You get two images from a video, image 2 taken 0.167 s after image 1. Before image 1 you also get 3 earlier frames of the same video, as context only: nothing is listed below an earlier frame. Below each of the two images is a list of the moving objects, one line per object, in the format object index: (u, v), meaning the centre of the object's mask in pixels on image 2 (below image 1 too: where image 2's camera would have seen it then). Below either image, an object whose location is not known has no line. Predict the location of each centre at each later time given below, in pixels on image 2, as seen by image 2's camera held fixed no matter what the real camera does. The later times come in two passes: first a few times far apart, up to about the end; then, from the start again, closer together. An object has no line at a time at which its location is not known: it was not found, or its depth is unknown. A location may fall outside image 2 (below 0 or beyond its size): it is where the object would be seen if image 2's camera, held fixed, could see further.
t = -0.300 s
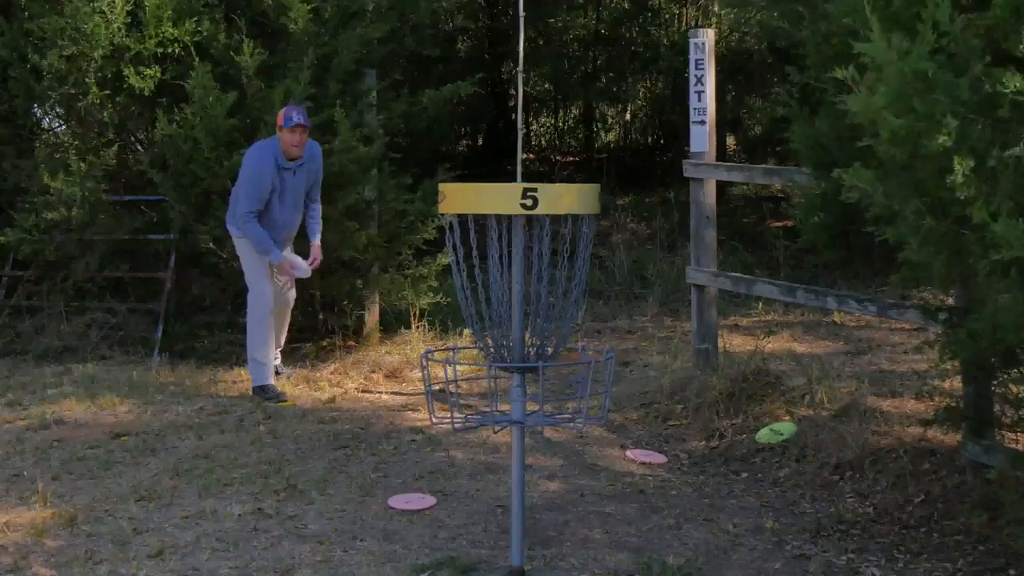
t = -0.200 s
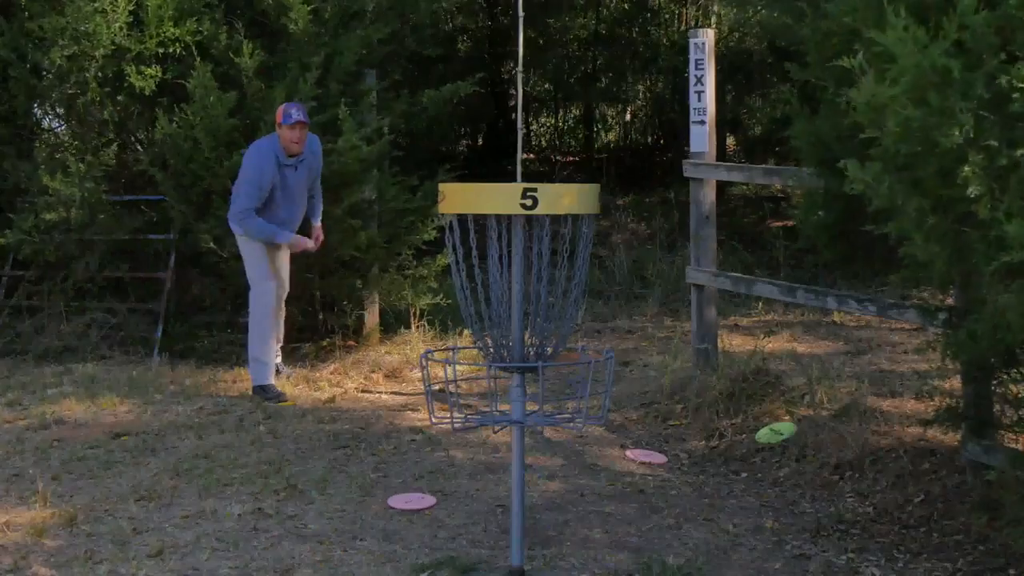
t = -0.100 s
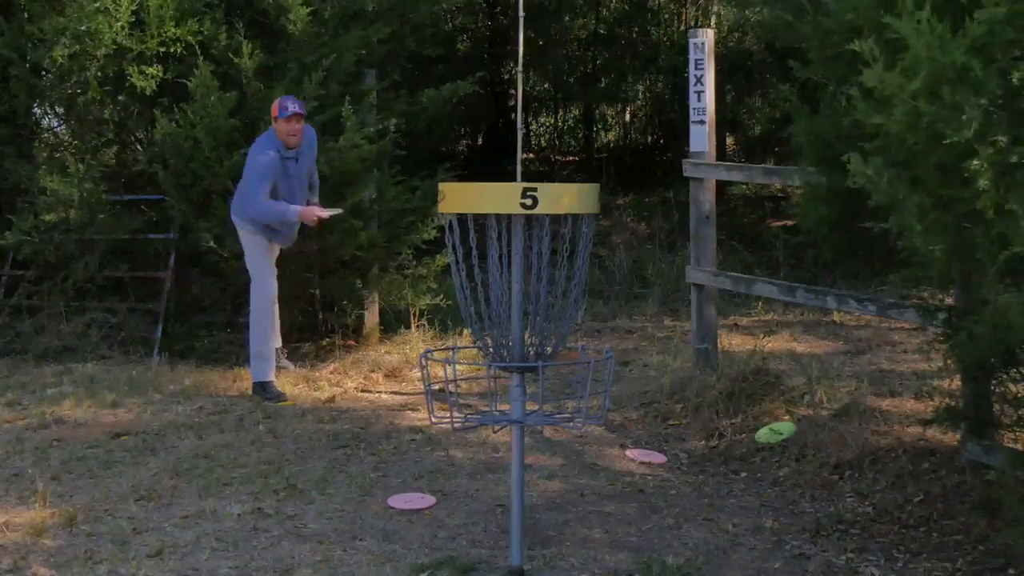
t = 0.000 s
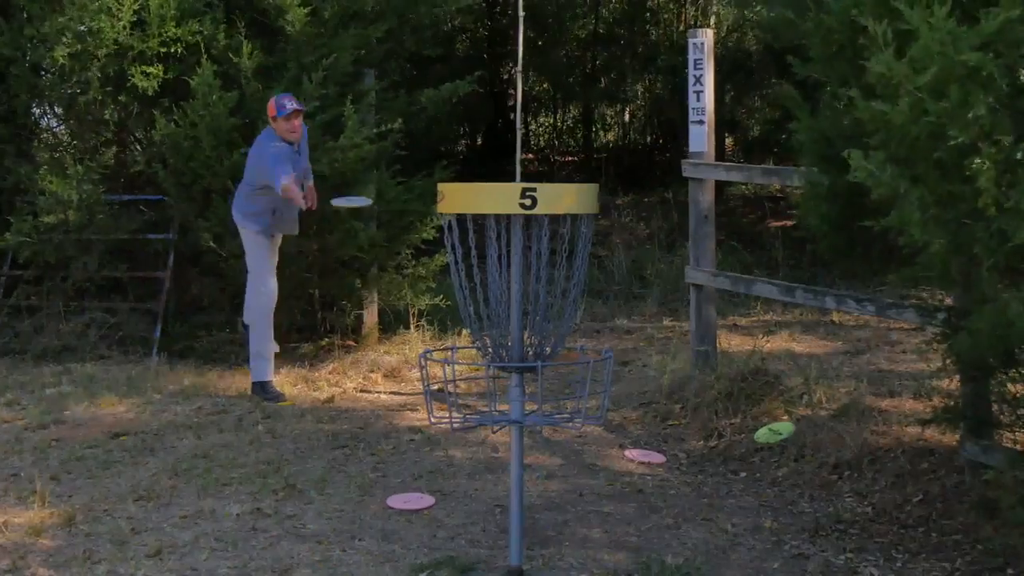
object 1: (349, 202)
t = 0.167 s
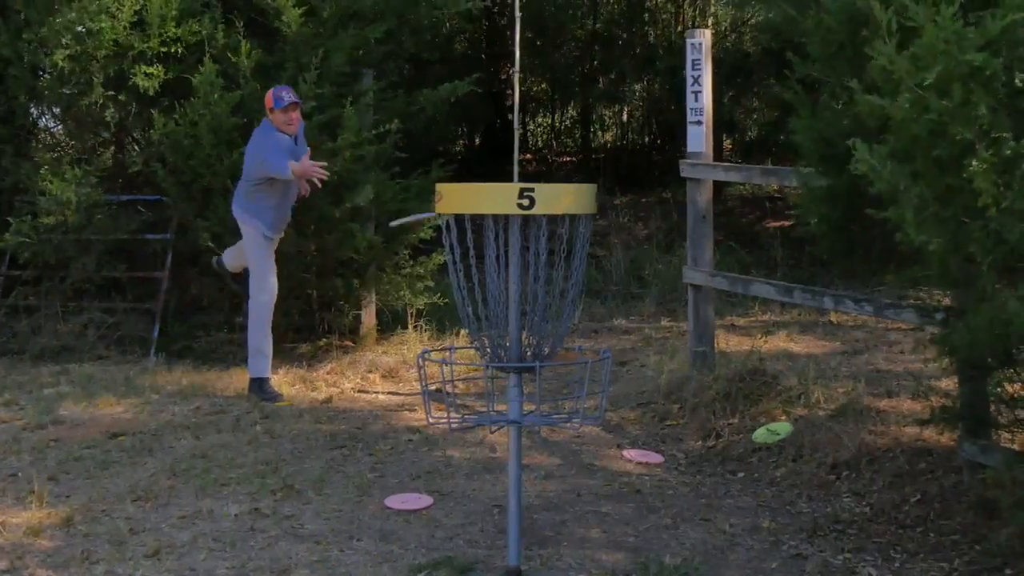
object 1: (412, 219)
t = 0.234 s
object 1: (446, 239)
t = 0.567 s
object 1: (478, 306)
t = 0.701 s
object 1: (466, 381)
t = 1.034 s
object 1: (548, 395)
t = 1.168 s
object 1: (550, 406)
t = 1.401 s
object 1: (550, 407)
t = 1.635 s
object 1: (549, 407)
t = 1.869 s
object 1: (549, 407)
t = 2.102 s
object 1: (549, 407)
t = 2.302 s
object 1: (549, 407)
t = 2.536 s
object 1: (550, 407)
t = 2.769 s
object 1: (550, 408)
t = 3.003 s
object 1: (551, 408)
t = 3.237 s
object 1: (551, 408)
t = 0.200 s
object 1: (427, 227)
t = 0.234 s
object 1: (446, 239)
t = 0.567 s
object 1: (478, 306)
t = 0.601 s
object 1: (475, 321)
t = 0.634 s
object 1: (472, 340)
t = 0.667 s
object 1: (464, 364)
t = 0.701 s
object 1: (466, 381)
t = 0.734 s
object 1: (473, 387)
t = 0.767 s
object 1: (482, 385)
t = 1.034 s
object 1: (548, 395)
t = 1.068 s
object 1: (548, 394)
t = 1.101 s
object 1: (548, 396)
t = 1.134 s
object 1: (547, 400)
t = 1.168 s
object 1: (550, 406)
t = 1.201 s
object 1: (549, 406)
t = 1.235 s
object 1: (549, 406)
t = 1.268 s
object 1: (549, 406)
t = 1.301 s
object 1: (550, 406)
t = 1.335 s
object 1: (551, 406)
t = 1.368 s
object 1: (550, 406)
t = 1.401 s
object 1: (550, 407)
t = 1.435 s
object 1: (549, 406)
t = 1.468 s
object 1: (549, 406)
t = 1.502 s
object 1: (549, 407)
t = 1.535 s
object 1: (549, 406)
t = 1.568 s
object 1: (549, 407)
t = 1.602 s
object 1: (549, 406)
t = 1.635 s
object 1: (549, 407)
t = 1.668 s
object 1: (549, 407)
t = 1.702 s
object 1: (549, 407)
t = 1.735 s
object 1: (548, 407)
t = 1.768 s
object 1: (548, 407)
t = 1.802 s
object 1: (549, 407)
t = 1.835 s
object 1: (549, 407)
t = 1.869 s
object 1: (549, 407)
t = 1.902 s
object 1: (549, 407)
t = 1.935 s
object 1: (549, 407)
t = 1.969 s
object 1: (549, 407)
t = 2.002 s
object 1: (548, 407)
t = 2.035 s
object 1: (548, 408)
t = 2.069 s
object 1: (549, 407)
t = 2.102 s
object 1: (549, 407)
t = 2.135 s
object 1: (549, 407)
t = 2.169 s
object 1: (549, 407)
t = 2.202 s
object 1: (549, 407)
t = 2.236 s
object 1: (549, 407)
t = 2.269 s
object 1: (549, 407)
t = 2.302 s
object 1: (549, 407)
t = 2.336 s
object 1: (549, 408)
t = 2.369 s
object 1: (550, 407)
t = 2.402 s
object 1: (550, 407)
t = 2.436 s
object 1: (550, 407)
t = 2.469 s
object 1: (550, 408)
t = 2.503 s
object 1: (550, 407)
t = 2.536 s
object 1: (550, 407)
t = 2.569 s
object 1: (550, 408)
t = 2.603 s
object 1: (550, 407)
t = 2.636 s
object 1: (550, 408)
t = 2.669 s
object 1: (550, 407)
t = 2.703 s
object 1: (550, 407)
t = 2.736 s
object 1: (551, 407)
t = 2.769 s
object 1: (550, 408)
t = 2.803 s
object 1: (550, 408)
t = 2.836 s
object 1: (550, 408)
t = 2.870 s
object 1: (550, 408)
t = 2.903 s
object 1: (550, 408)
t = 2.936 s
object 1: (550, 408)
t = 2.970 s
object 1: (551, 408)
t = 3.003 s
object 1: (551, 408)
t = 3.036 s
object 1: (551, 408)
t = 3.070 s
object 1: (551, 408)
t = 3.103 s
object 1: (551, 408)
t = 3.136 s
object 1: (551, 408)
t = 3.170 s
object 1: (551, 407)
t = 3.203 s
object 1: (550, 408)
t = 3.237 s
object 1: (551, 408)
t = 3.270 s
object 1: (551, 408)
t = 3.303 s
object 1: (551, 408)
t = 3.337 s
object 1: (551, 408)
